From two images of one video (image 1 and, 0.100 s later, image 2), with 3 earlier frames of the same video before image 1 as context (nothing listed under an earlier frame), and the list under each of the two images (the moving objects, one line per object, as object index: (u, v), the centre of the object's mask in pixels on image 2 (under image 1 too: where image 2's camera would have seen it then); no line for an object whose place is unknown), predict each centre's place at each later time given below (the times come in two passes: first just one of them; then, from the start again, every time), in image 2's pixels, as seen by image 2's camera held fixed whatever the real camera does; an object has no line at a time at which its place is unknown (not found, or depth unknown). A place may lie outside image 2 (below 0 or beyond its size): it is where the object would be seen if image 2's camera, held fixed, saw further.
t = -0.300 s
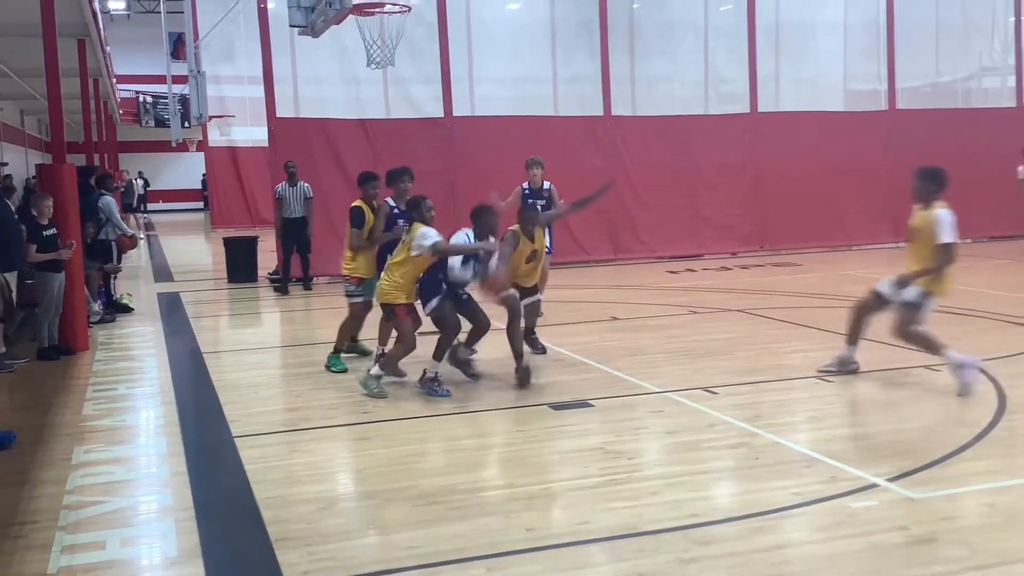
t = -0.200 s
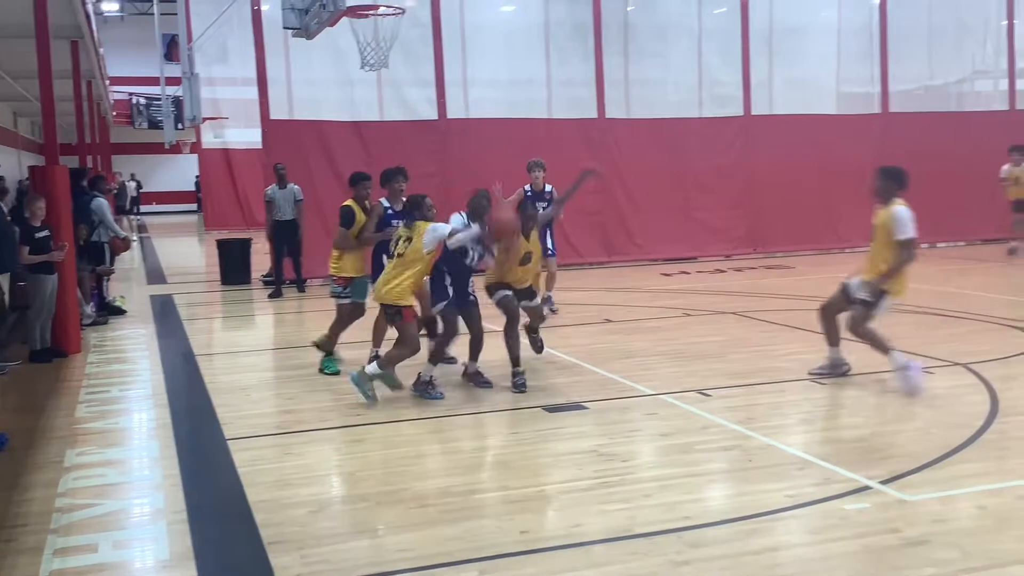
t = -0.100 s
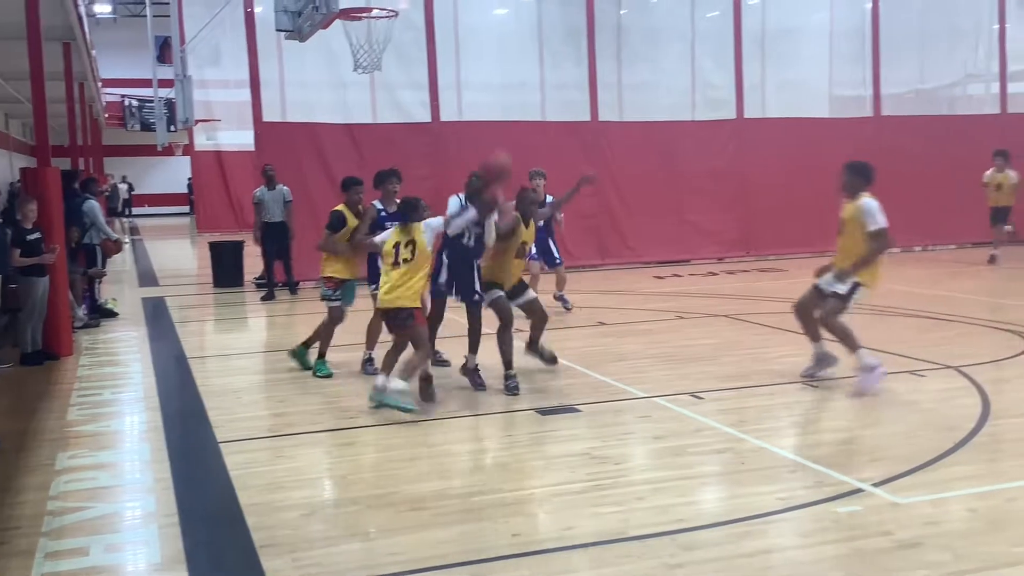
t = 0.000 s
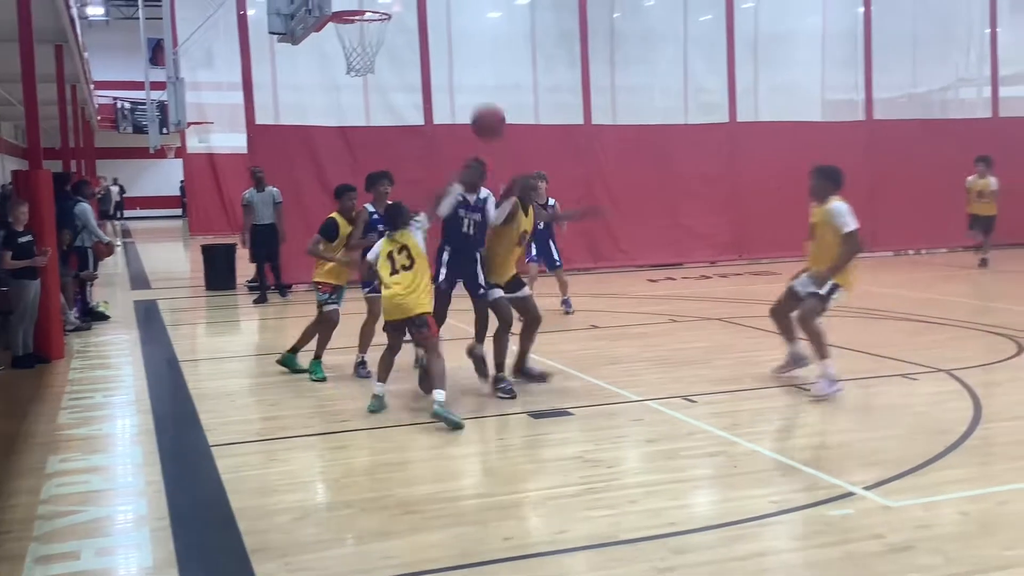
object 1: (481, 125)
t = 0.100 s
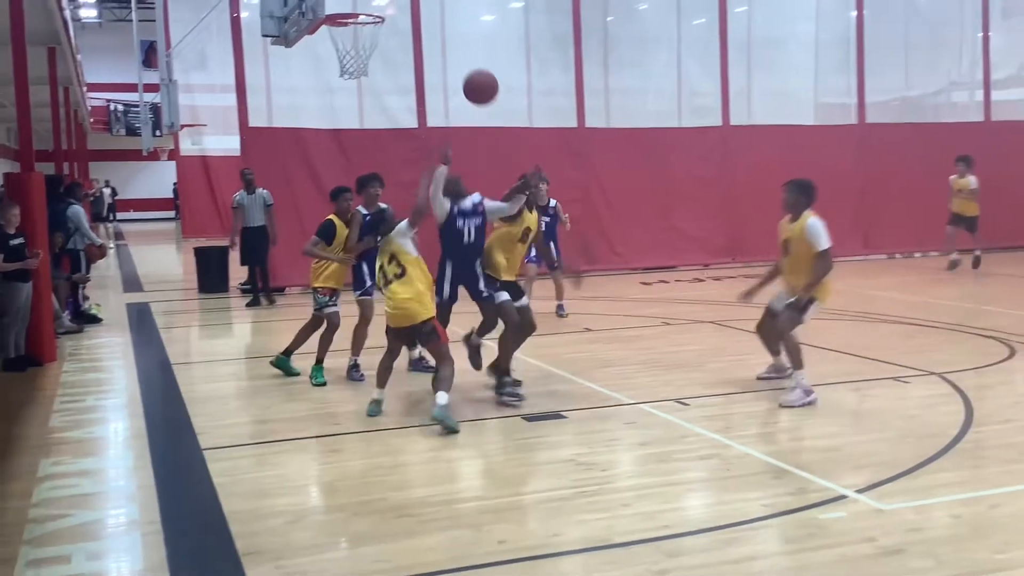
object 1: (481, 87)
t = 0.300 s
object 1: (479, 53)
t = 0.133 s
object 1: (480, 78)
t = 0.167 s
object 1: (480, 69)
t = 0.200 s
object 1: (479, 63)
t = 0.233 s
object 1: (479, 58)
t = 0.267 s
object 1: (479, 55)
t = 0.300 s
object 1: (479, 53)
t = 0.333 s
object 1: (478, 53)
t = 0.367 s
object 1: (479, 55)
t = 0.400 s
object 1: (478, 58)
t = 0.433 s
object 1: (479, 63)
